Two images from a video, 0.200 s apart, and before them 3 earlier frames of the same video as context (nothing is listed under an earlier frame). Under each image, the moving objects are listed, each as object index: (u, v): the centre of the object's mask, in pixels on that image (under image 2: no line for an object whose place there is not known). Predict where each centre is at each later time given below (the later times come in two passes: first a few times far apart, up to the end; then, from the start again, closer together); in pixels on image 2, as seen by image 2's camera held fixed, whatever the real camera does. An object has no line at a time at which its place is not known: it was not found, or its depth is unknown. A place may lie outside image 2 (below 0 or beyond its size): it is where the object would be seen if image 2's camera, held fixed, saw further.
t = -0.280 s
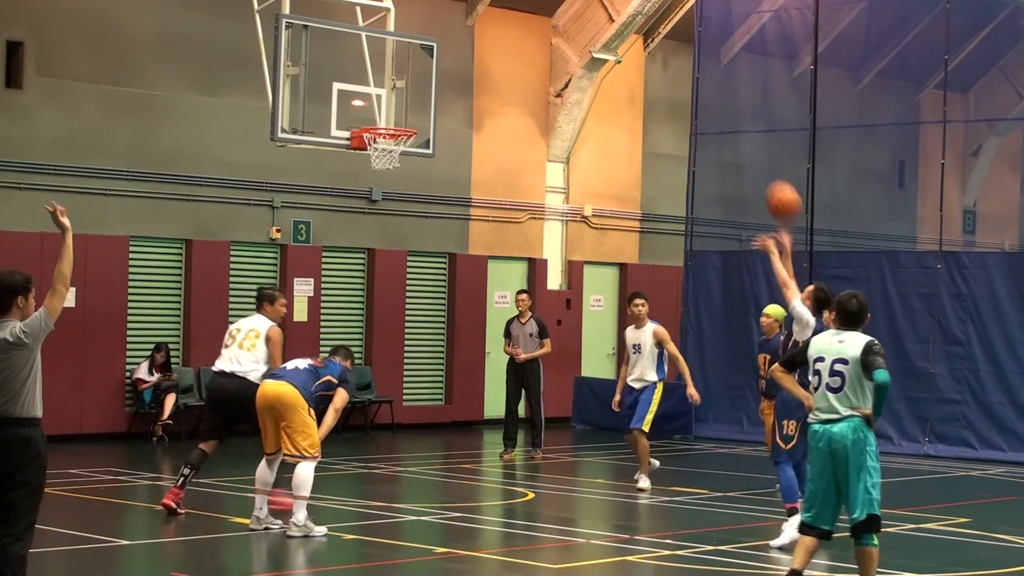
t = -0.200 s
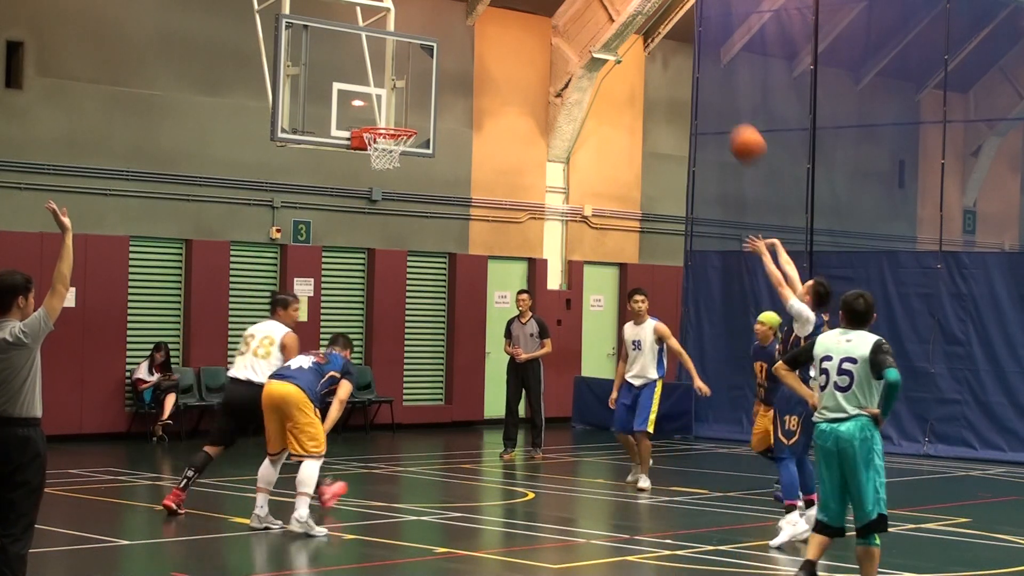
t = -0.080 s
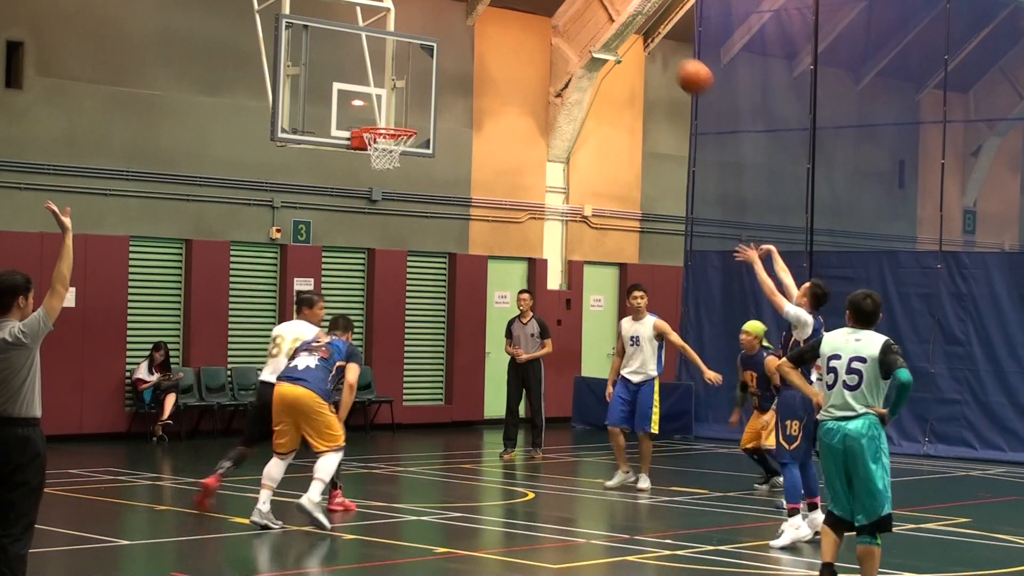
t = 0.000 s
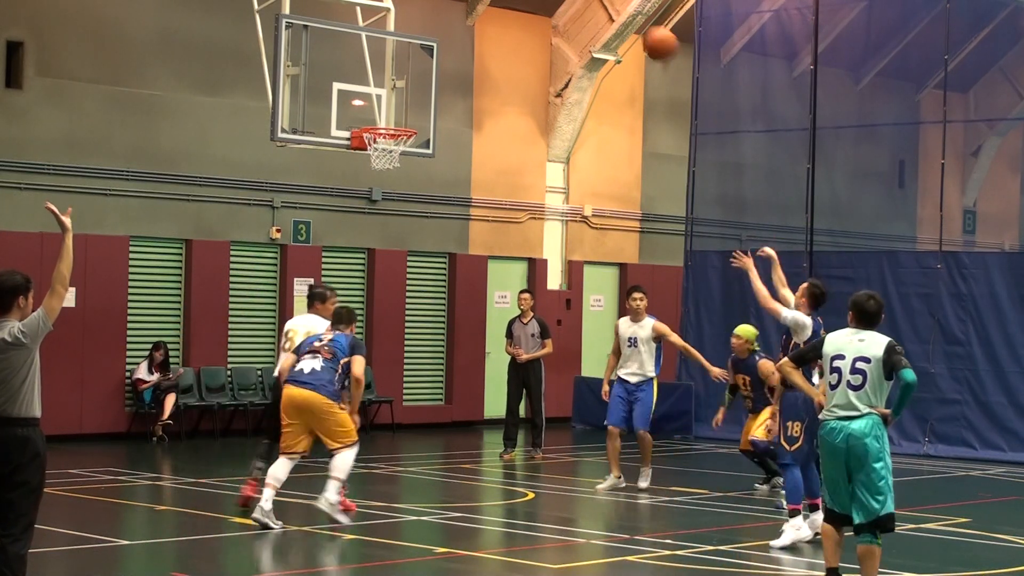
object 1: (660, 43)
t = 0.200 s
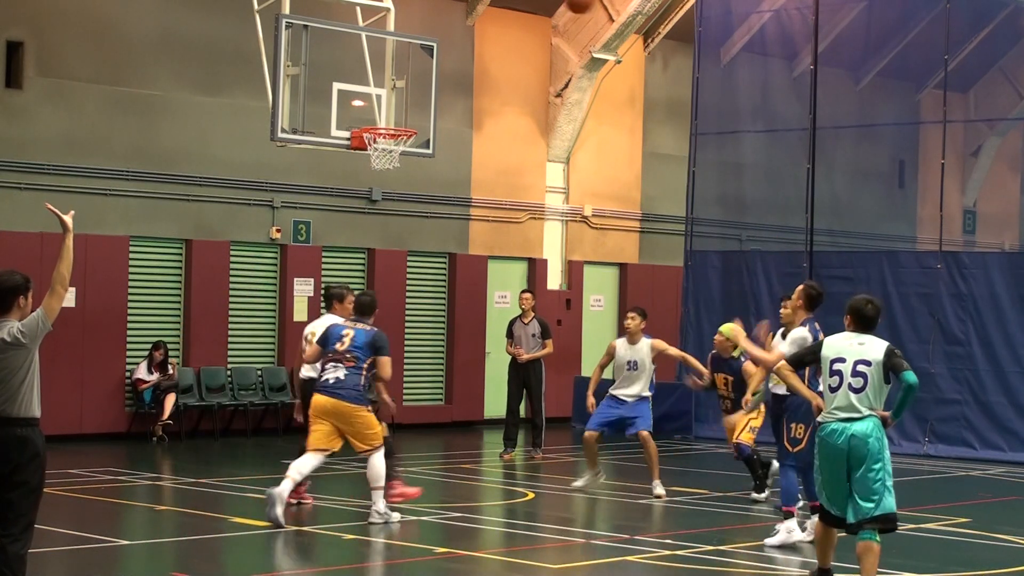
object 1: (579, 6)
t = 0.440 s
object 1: (489, 11)
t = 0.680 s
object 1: (405, 83)
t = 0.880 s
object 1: (372, 110)
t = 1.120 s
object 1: (426, 117)
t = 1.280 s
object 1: (466, 155)
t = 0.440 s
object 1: (489, 11)
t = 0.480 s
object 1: (475, 17)
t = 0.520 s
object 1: (461, 27)
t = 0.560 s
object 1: (447, 38)
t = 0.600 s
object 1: (433, 51)
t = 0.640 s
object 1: (419, 67)
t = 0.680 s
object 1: (405, 83)
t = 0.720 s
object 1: (391, 102)
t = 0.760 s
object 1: (381, 115)
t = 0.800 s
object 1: (377, 112)
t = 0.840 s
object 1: (375, 111)
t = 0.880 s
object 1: (372, 110)
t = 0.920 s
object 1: (374, 110)
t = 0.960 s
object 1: (385, 107)
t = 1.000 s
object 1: (396, 107)
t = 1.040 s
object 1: (406, 108)
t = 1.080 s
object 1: (416, 112)
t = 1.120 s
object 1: (426, 117)
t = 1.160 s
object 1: (436, 124)
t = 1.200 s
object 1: (447, 132)
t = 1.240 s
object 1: (456, 143)
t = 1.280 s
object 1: (466, 155)
